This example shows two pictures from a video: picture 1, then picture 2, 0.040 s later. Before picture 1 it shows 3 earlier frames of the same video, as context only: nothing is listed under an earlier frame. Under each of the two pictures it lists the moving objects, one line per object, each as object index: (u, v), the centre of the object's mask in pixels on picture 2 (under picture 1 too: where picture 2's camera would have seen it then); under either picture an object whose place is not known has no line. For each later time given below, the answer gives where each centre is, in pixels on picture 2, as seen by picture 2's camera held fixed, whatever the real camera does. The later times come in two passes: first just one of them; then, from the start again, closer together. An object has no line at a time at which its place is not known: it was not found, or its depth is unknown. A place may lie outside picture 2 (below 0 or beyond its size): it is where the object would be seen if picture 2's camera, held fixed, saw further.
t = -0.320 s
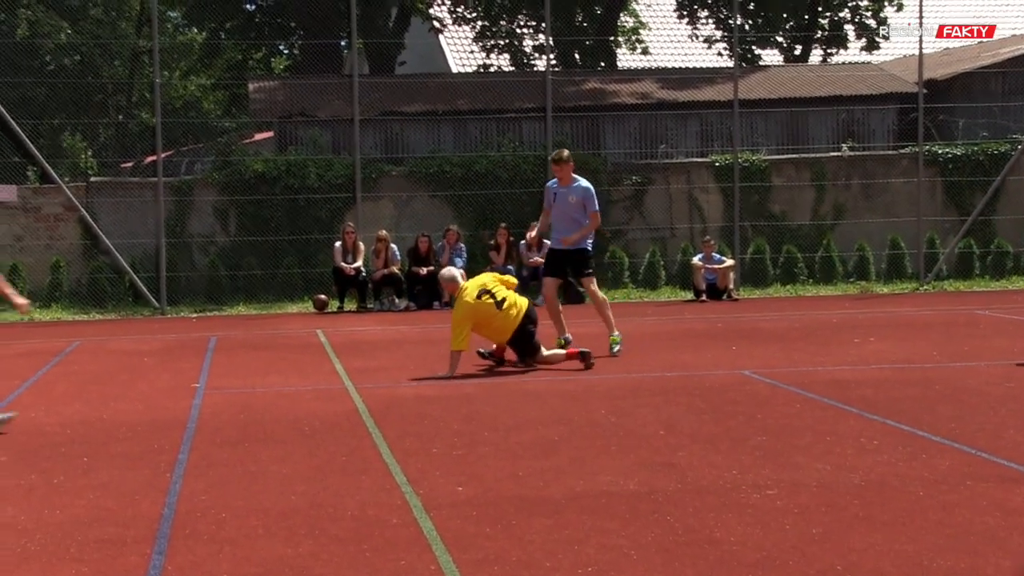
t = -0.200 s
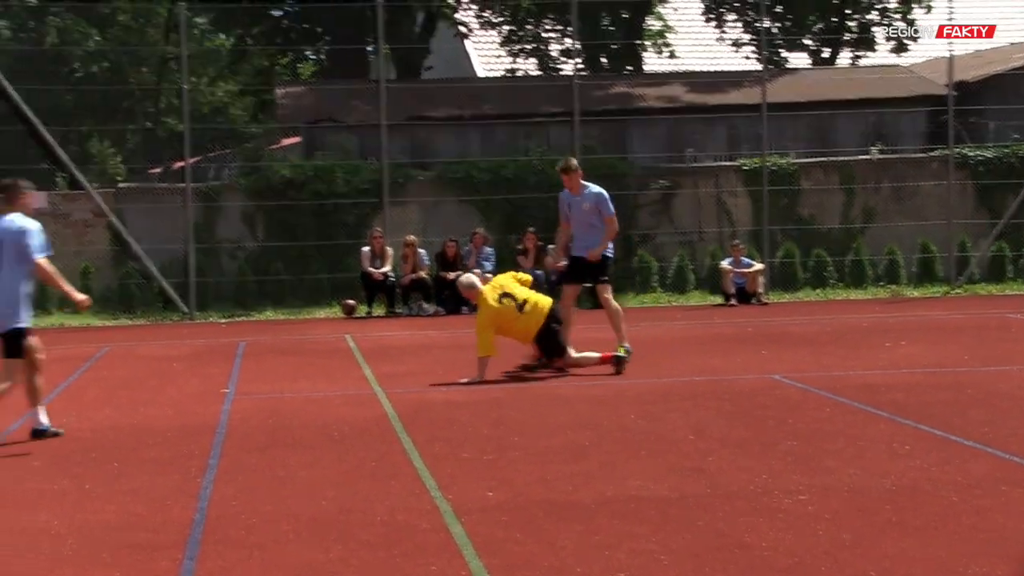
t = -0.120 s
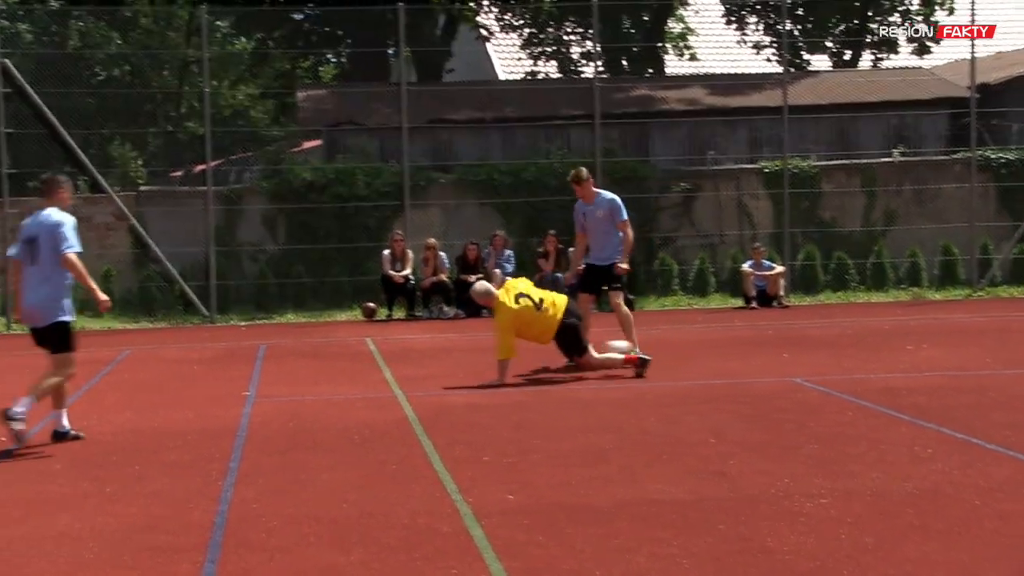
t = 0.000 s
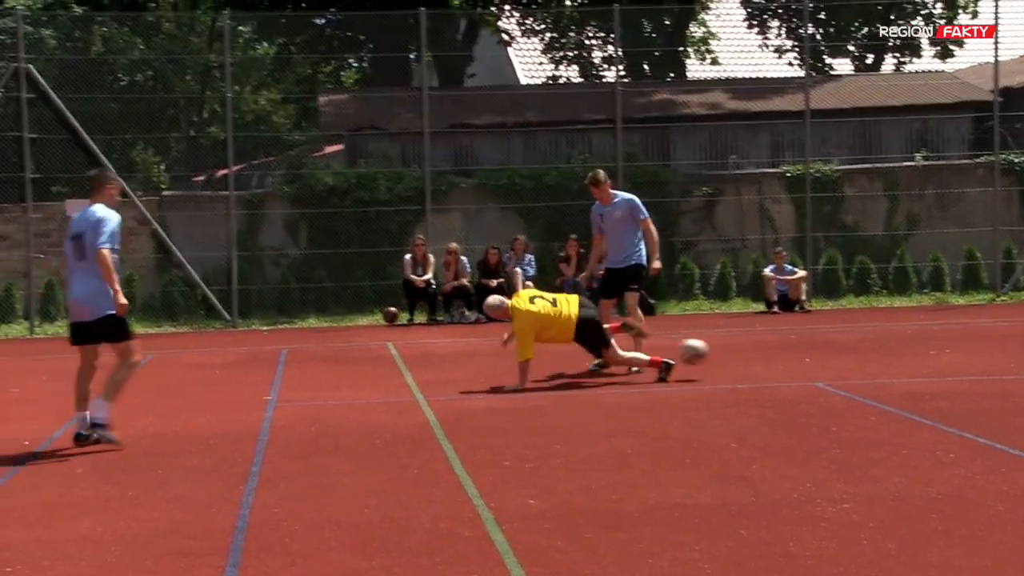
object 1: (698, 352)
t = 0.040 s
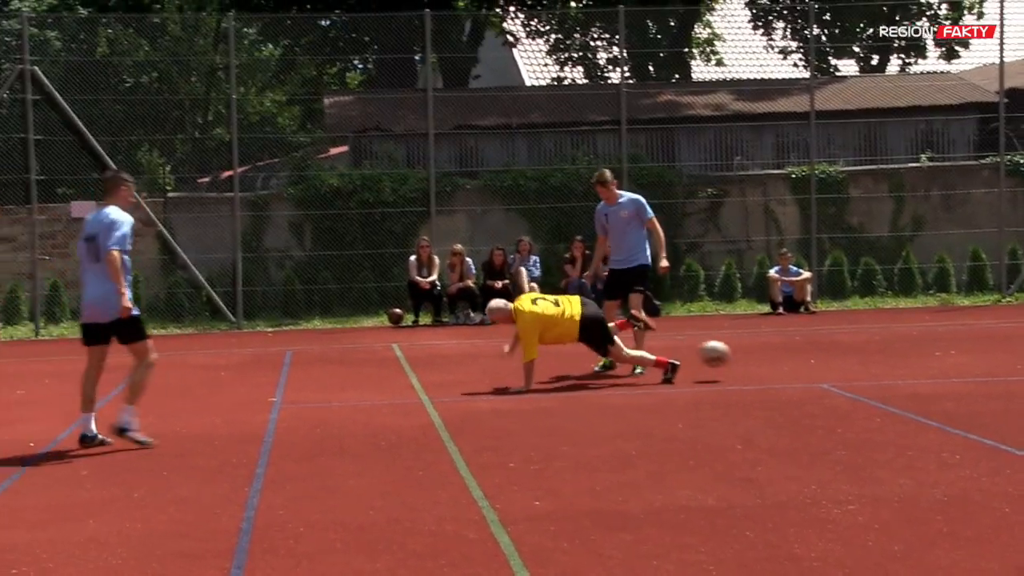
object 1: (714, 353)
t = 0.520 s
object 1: (872, 358)
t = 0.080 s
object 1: (730, 355)
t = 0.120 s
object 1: (747, 360)
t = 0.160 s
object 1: (764, 366)
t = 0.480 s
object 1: (861, 361)
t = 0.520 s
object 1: (872, 358)
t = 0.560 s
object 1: (884, 357)
